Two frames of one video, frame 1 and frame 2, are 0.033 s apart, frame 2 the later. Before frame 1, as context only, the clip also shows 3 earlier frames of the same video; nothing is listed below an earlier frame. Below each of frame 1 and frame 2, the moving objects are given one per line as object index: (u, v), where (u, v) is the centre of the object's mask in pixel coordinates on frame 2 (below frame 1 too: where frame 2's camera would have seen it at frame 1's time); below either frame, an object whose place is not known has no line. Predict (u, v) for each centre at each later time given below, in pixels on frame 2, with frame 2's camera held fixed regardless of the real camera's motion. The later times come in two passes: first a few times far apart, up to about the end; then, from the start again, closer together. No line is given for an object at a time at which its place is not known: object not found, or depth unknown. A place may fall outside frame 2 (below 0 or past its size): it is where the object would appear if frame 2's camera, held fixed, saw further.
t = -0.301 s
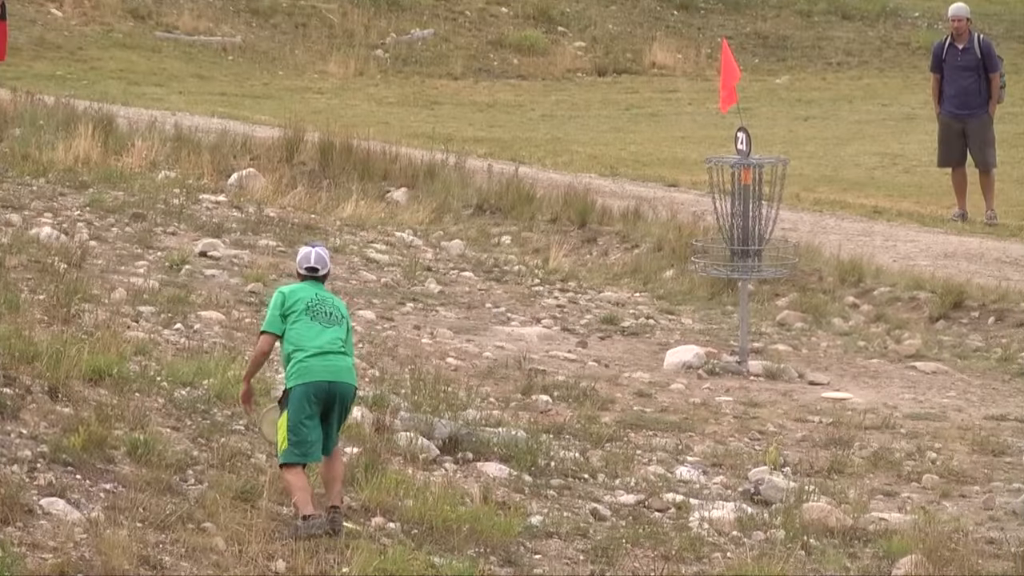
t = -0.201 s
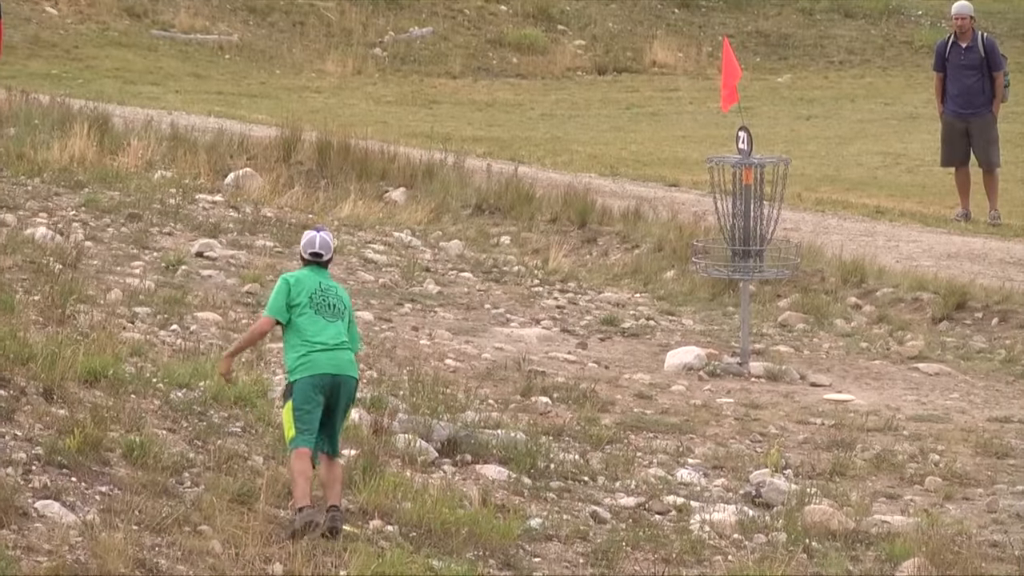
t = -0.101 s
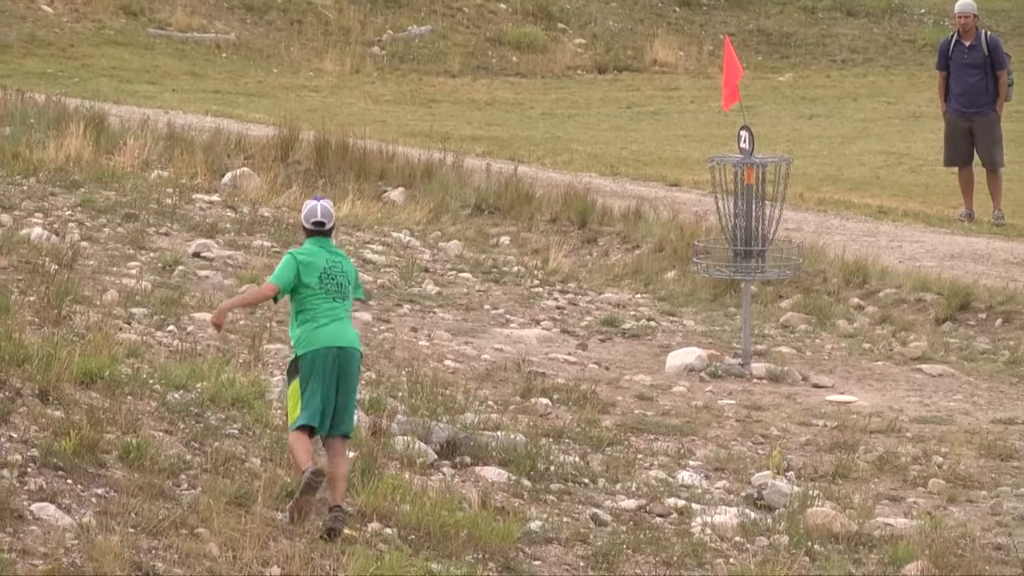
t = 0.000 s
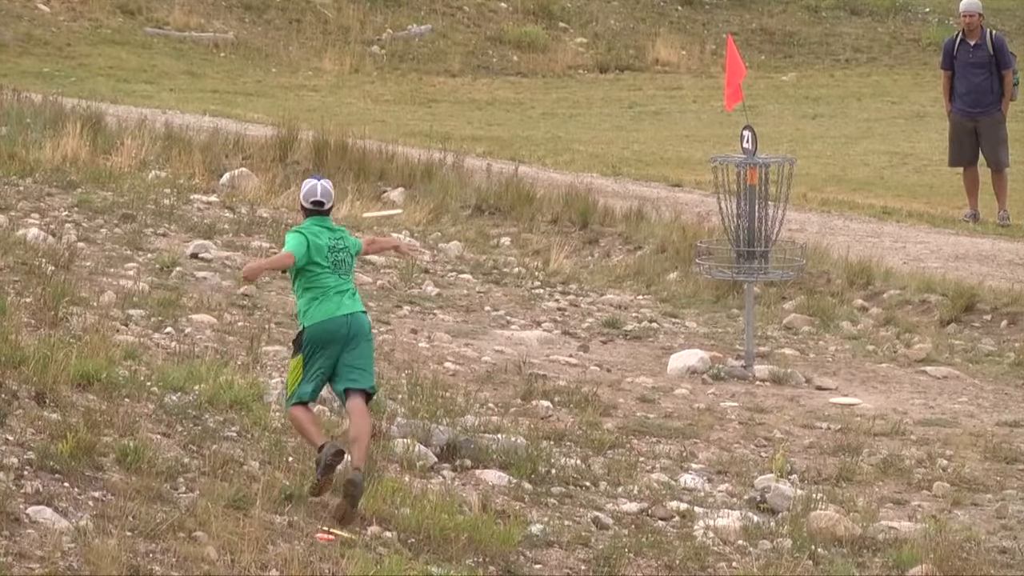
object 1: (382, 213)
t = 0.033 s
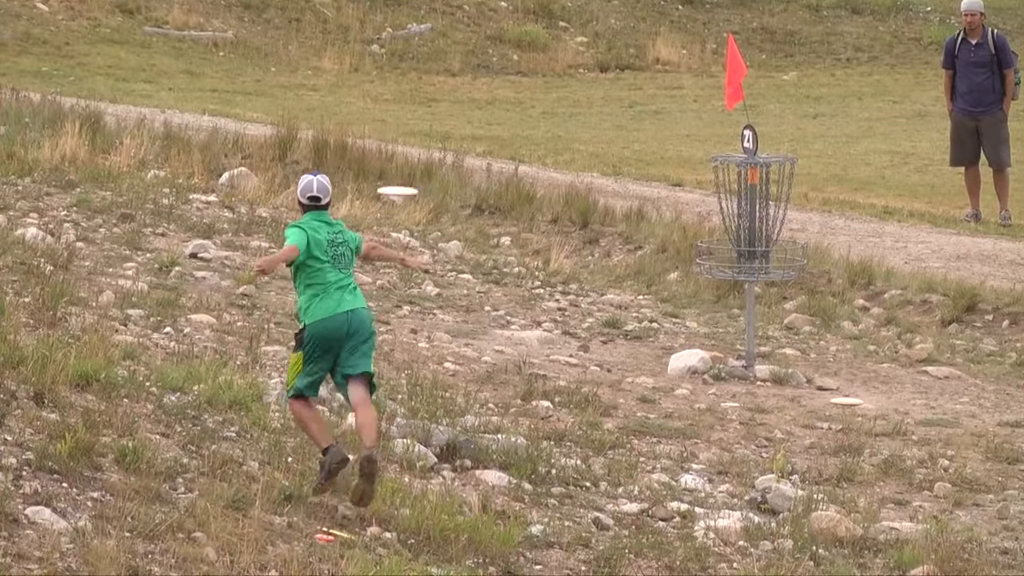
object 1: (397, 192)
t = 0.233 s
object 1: (487, 113)
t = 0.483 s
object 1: (589, 107)
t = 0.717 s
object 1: (673, 148)
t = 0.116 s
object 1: (436, 148)
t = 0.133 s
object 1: (443, 142)
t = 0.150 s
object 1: (450, 135)
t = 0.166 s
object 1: (457, 130)
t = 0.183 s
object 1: (465, 125)
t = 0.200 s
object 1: (471, 120)
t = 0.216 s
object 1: (479, 118)
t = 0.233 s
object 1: (487, 113)
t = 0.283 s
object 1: (508, 106)
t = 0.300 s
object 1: (515, 103)
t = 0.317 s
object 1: (522, 102)
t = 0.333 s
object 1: (529, 101)
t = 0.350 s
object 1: (536, 100)
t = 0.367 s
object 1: (542, 100)
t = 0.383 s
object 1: (549, 102)
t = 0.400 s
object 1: (555, 101)
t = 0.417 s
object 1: (563, 103)
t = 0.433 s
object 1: (568, 102)
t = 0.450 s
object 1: (575, 103)
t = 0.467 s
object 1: (582, 104)
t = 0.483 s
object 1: (589, 107)
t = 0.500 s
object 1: (595, 108)
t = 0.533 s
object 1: (607, 113)
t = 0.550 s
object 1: (614, 116)
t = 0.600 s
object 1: (631, 125)
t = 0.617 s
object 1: (638, 129)
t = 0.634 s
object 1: (645, 131)
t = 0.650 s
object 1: (650, 134)
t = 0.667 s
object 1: (656, 138)
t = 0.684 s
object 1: (662, 142)
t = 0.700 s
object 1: (668, 144)
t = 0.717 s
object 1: (673, 148)
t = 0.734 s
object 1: (679, 152)
